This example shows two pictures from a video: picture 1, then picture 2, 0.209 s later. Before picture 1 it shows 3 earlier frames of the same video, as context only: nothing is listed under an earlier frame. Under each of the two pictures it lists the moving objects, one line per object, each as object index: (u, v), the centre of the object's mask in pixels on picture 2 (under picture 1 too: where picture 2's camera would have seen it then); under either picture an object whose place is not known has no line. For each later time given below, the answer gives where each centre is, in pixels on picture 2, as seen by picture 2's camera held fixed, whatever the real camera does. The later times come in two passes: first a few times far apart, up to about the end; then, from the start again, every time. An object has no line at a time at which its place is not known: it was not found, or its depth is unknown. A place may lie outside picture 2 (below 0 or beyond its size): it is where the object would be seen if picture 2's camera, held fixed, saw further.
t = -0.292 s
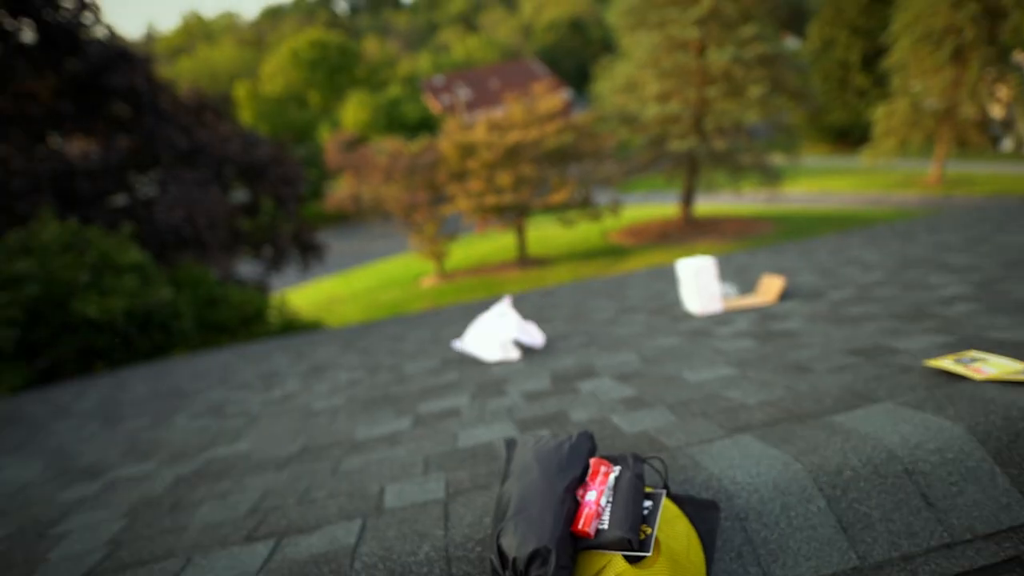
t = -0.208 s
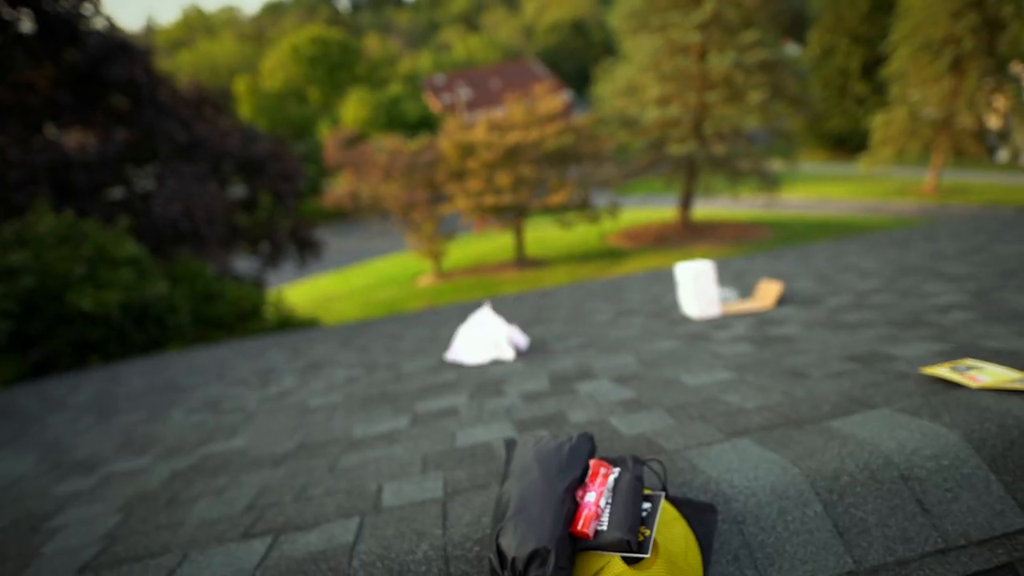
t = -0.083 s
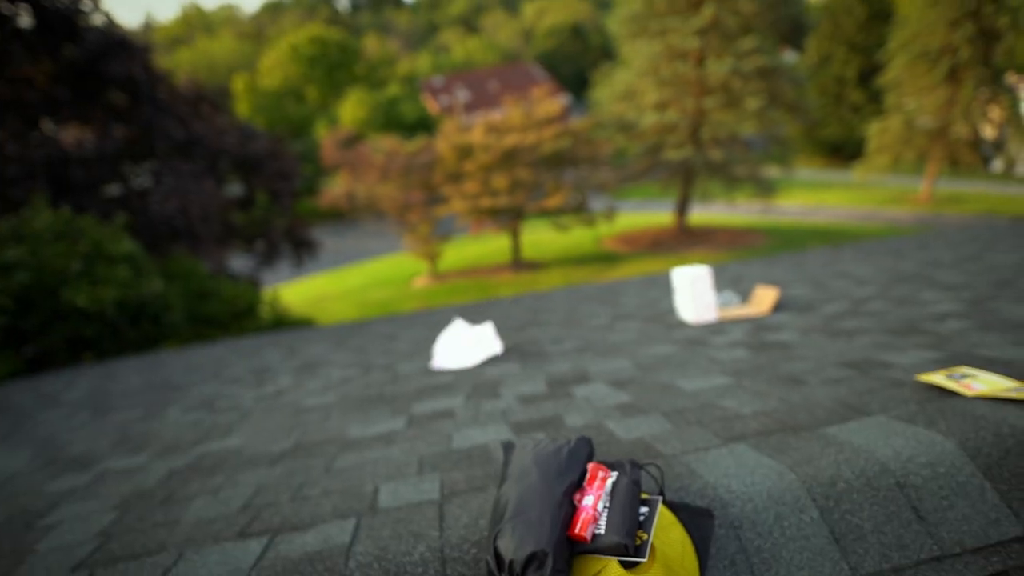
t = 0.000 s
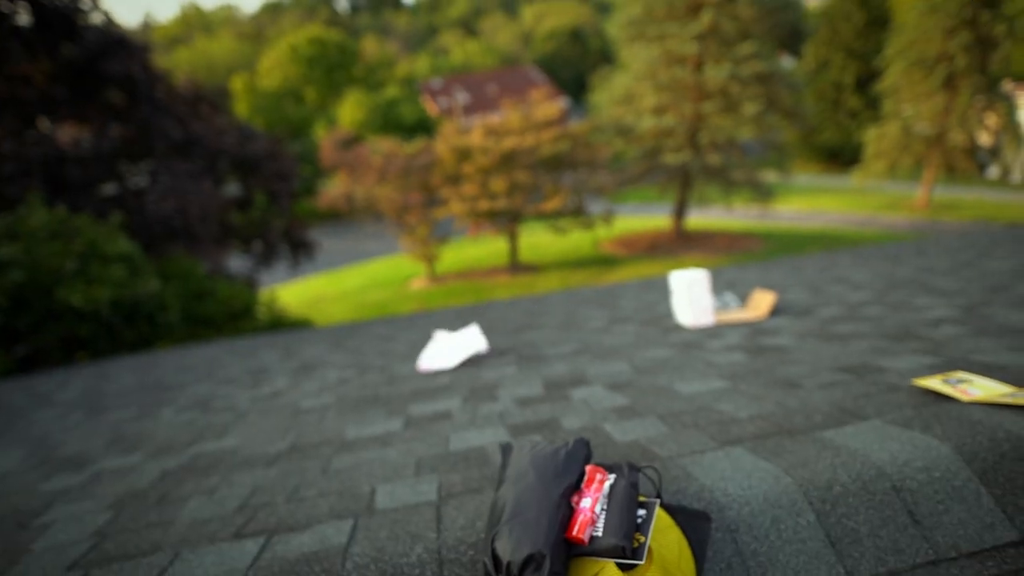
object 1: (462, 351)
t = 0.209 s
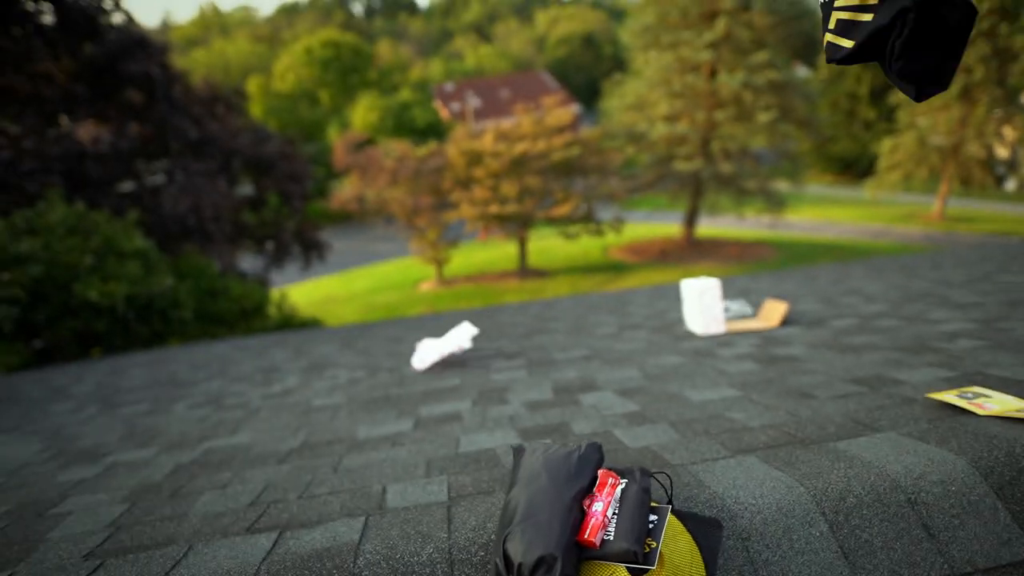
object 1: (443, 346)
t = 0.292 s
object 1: (433, 346)
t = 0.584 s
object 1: (404, 330)
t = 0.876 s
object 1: (366, 343)
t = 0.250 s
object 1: (438, 346)
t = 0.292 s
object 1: (433, 346)
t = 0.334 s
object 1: (429, 345)
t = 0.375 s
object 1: (426, 342)
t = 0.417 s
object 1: (422, 338)
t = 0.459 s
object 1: (419, 334)
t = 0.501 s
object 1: (414, 331)
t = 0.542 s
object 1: (409, 330)
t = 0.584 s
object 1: (404, 330)
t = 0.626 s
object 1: (399, 332)
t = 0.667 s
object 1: (394, 335)
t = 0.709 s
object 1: (390, 337)
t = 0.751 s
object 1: (384, 337)
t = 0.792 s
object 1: (376, 338)
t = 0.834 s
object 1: (371, 340)
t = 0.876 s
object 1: (366, 343)
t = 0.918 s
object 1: (363, 344)
